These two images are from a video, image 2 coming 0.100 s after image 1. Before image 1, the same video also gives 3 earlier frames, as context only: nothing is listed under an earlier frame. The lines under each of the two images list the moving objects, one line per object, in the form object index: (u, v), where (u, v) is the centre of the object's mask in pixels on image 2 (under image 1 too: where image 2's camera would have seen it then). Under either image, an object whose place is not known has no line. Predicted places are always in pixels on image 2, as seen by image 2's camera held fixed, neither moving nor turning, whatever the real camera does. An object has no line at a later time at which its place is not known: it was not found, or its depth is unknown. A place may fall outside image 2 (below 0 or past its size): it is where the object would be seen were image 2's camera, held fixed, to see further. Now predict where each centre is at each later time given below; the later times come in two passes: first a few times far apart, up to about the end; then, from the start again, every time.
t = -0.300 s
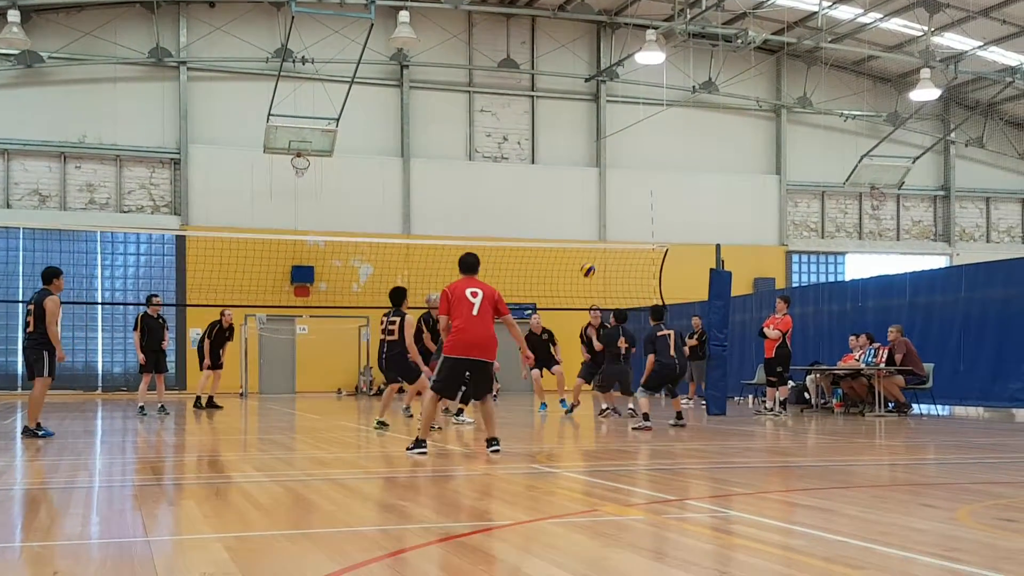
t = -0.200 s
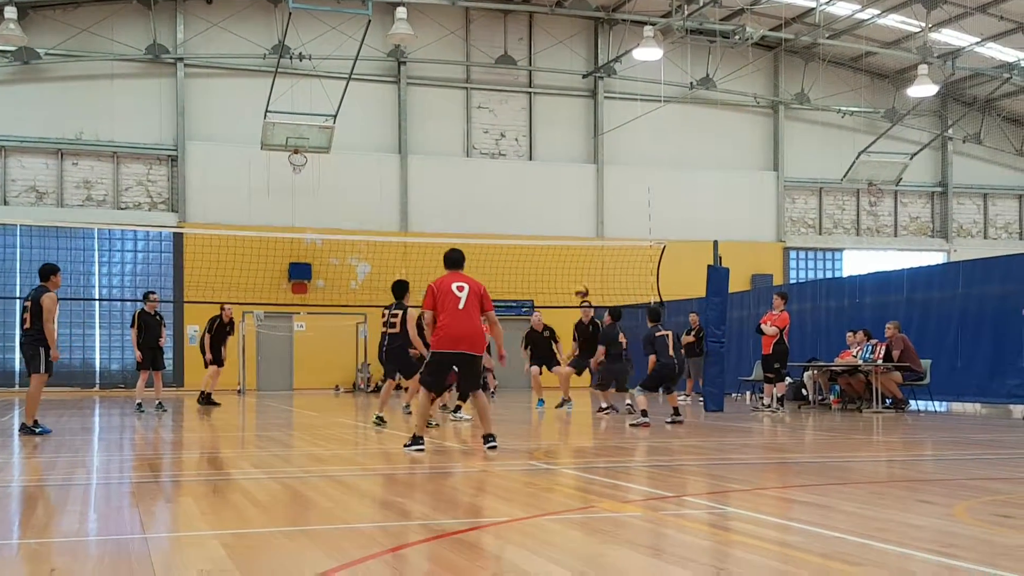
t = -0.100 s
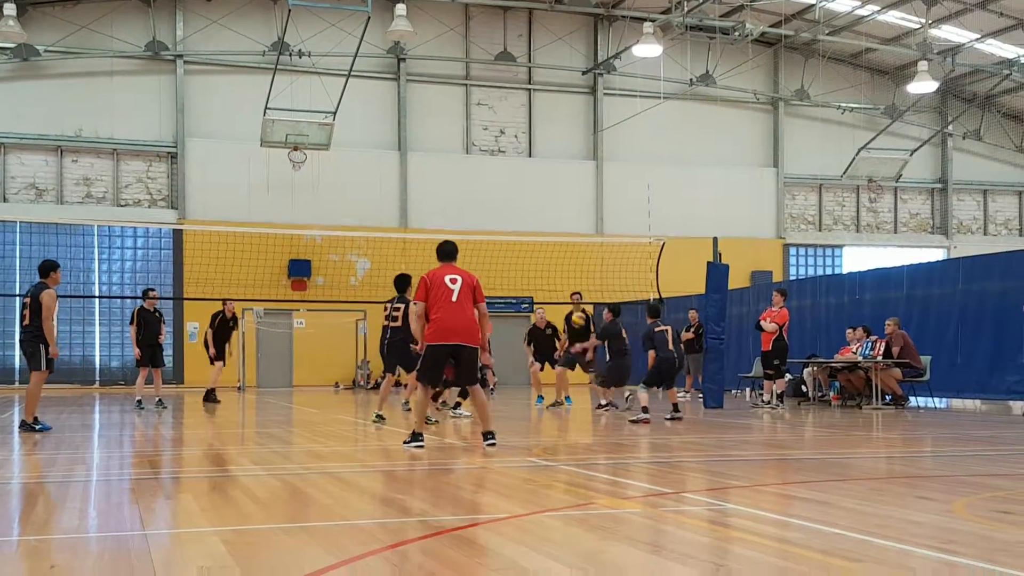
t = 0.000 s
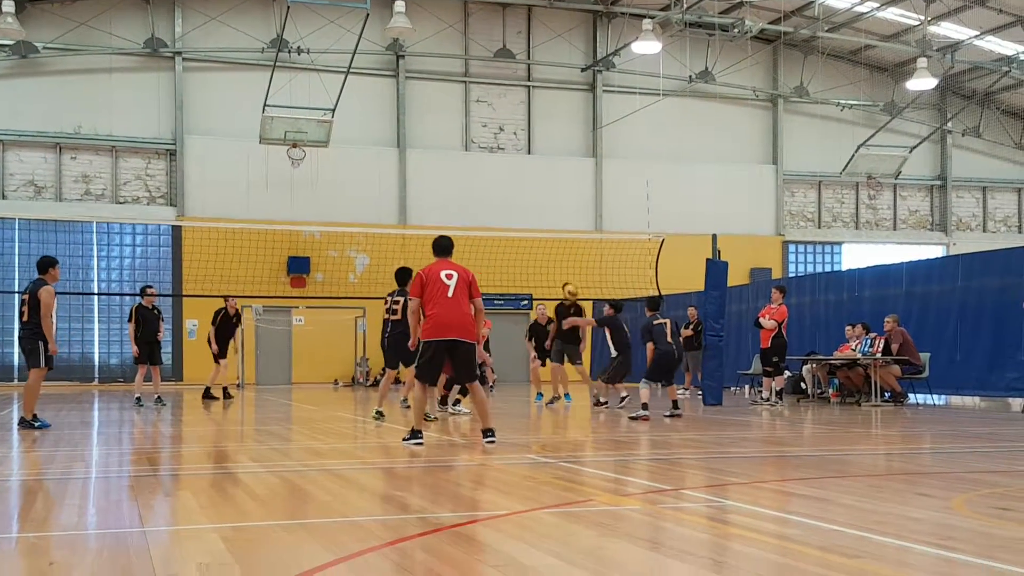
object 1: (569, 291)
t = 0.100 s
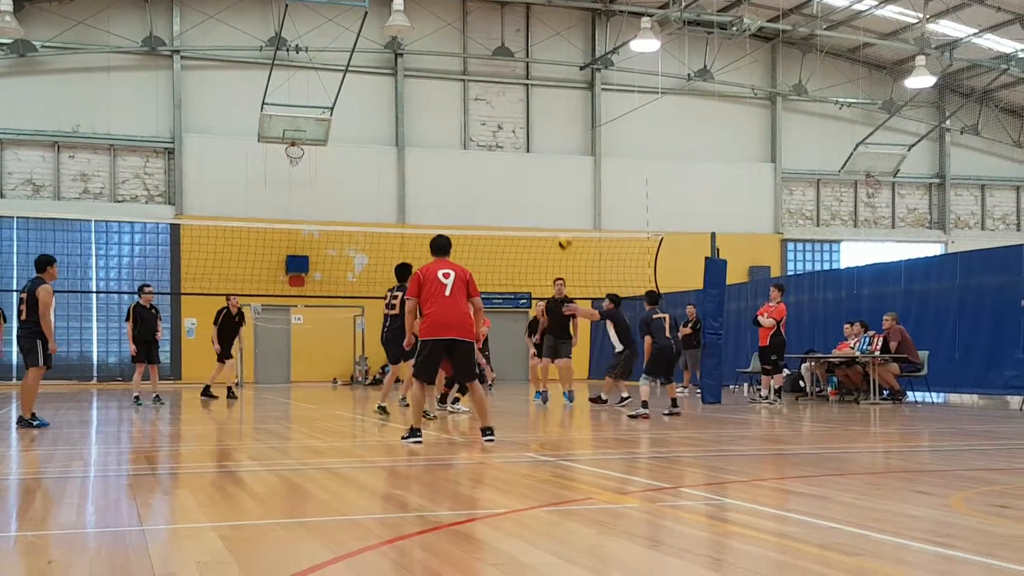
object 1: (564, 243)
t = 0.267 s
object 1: (554, 178)
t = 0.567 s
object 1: (536, 110)
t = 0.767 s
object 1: (525, 101)
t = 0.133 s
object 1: (562, 229)
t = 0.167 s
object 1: (560, 215)
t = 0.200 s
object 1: (558, 202)
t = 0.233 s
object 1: (555, 189)
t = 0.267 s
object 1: (554, 178)
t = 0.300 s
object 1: (551, 168)
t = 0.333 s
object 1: (550, 158)
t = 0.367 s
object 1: (547, 149)
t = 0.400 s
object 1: (546, 140)
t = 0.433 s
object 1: (544, 132)
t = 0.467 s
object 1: (542, 125)
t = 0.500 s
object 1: (540, 119)
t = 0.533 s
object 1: (538, 114)
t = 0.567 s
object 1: (536, 110)
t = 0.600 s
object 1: (534, 106)
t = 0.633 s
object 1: (532, 104)
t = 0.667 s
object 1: (531, 102)
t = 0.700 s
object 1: (529, 101)
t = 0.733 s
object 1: (527, 100)
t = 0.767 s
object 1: (525, 101)
